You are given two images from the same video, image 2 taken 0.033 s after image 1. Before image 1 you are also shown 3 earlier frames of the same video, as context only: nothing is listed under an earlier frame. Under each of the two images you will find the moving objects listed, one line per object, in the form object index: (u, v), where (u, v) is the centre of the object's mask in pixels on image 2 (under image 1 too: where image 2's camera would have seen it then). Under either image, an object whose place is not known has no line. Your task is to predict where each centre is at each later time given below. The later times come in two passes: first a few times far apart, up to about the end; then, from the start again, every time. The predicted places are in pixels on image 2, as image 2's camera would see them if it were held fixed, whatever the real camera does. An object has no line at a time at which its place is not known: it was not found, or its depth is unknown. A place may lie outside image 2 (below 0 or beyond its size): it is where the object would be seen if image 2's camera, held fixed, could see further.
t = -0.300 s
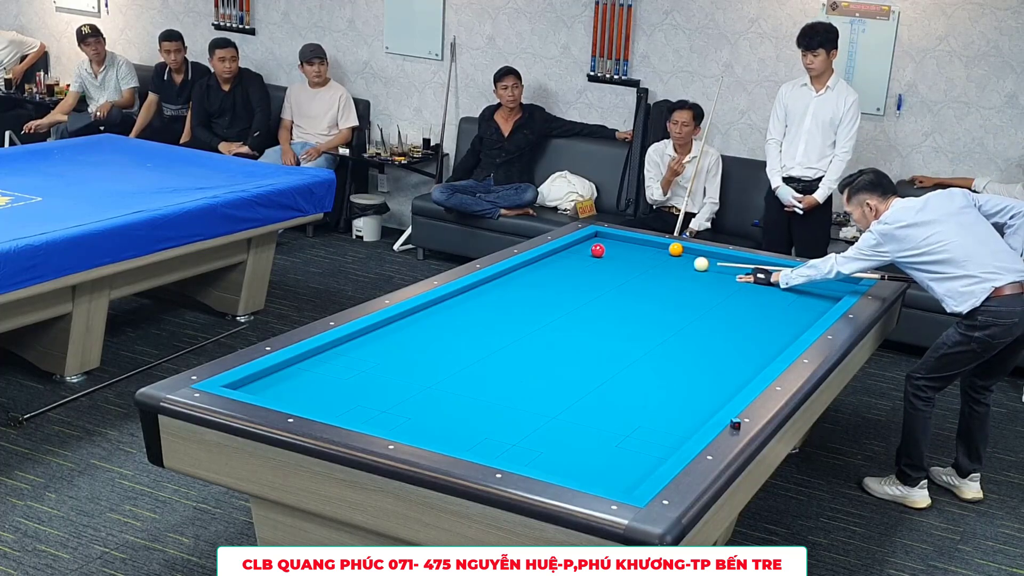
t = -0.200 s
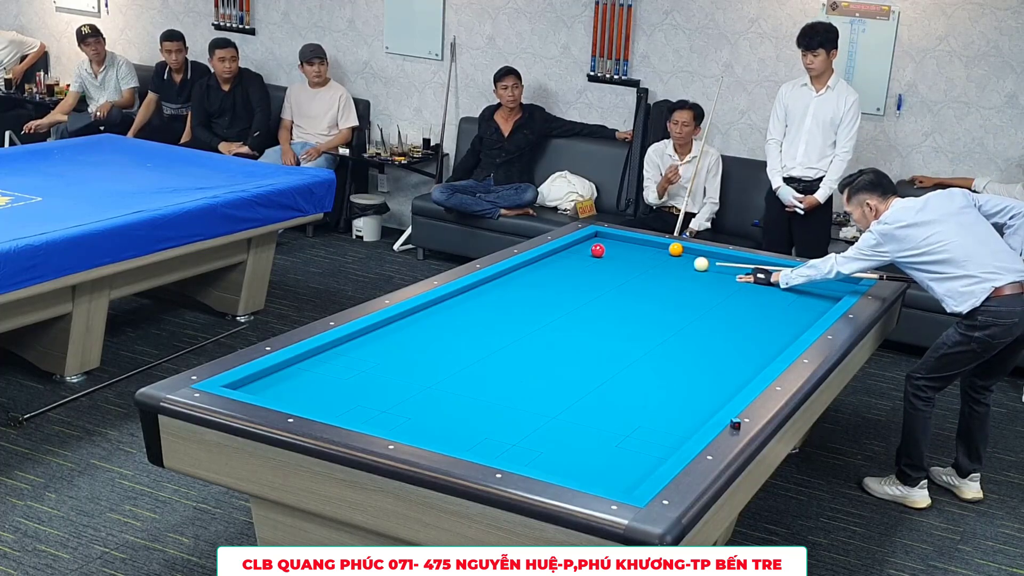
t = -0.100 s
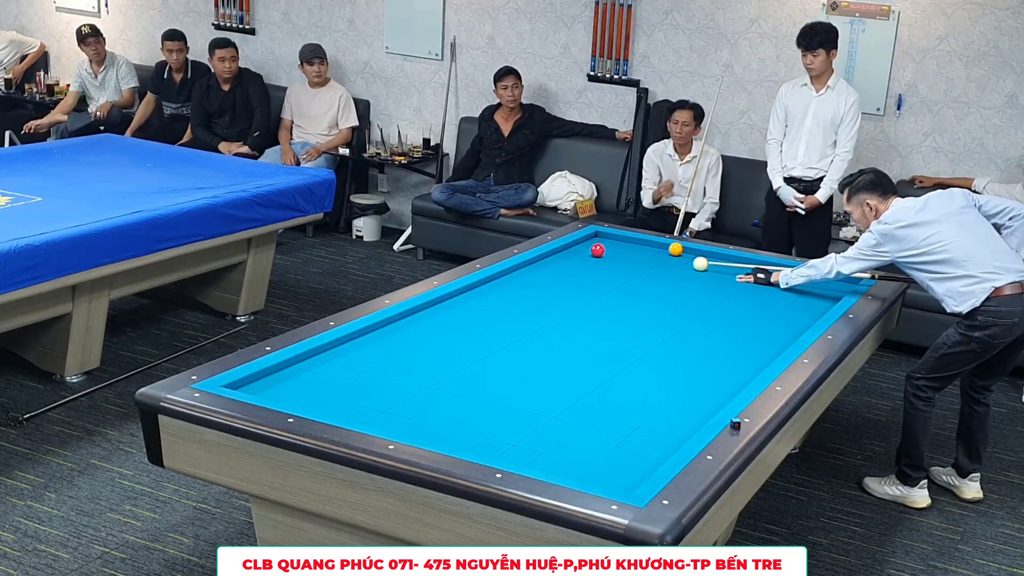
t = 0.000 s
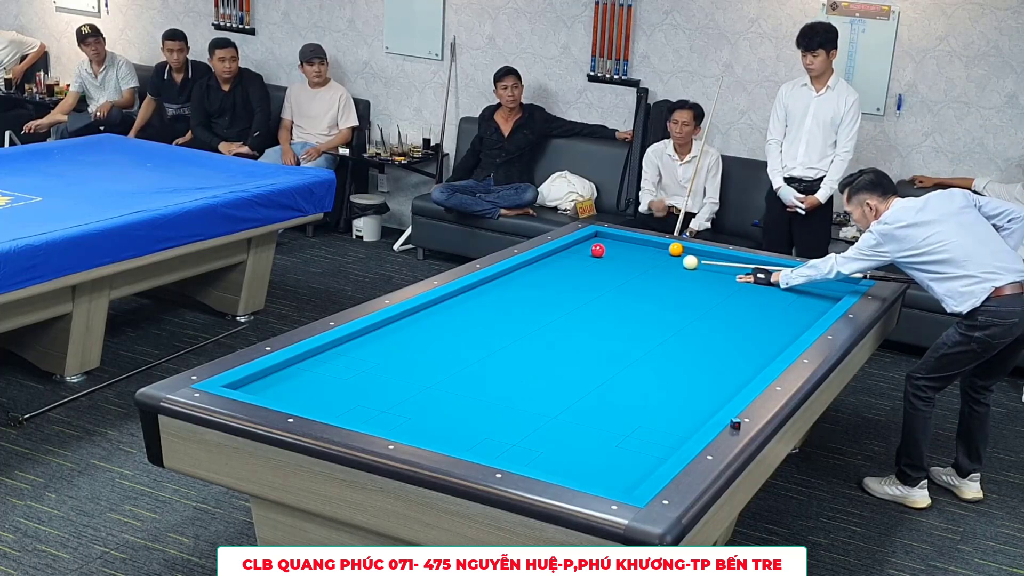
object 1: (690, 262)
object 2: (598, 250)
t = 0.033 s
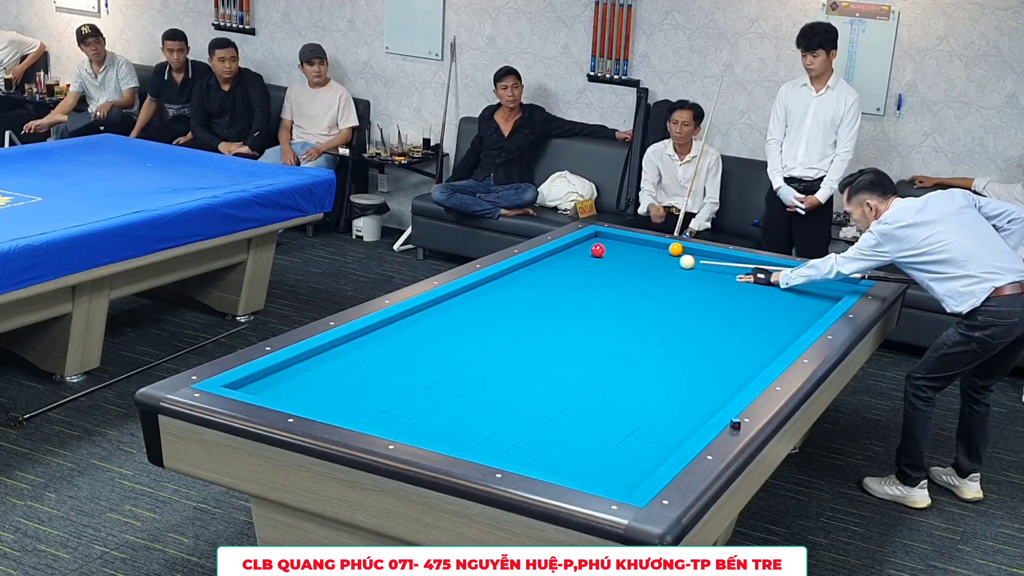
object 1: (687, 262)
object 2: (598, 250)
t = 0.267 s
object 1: (665, 258)
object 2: (598, 250)
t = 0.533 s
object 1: (641, 254)
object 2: (598, 250)
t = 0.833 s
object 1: (615, 250)
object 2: (598, 250)
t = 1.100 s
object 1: (600, 245)
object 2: (592, 251)
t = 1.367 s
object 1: (586, 241)
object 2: (585, 252)
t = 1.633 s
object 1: (592, 241)
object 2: (579, 252)
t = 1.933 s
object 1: (605, 242)
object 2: (573, 252)
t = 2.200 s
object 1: (615, 242)
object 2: (568, 253)
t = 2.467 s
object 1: (625, 243)
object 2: (564, 253)
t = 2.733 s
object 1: (635, 243)
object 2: (560, 254)
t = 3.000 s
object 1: (644, 243)
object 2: (557, 254)
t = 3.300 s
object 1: (653, 244)
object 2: (553, 255)
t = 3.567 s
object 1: (659, 245)
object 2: (551, 255)
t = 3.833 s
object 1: (662, 246)
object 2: (550, 255)
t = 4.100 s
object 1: (664, 247)
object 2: (549, 255)
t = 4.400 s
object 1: (664, 247)
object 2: (549, 255)
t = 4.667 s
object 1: (664, 247)
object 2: (549, 255)
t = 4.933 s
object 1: (664, 247)
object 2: (549, 255)
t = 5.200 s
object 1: (664, 247)
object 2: (549, 256)
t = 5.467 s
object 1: (664, 247)
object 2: (549, 256)
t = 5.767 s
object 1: (664, 247)
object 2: (549, 256)
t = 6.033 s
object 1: (664, 247)
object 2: (549, 255)
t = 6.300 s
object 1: (664, 247)
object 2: (549, 256)
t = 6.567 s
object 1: (664, 247)
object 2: (549, 255)
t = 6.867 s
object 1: (664, 247)
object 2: (549, 255)
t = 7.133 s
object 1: (664, 247)
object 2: (549, 256)
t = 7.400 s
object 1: (664, 247)
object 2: (549, 255)
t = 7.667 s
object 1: (664, 247)
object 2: (549, 255)
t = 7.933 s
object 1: (664, 247)
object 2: (549, 256)
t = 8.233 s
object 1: (664, 247)
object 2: (549, 256)
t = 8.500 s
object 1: (664, 247)
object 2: (549, 256)
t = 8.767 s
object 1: (664, 247)
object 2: (549, 256)
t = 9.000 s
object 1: (664, 247)
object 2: (549, 256)
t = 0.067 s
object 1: (684, 261)
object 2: (598, 250)
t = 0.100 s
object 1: (681, 261)
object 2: (598, 250)
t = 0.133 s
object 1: (678, 260)
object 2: (598, 250)
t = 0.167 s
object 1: (674, 260)
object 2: (598, 250)
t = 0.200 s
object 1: (671, 259)
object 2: (598, 250)
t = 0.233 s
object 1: (668, 259)
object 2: (598, 250)
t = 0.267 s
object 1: (665, 258)
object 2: (598, 250)
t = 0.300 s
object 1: (662, 257)
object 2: (598, 250)
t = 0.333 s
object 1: (659, 257)
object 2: (598, 250)
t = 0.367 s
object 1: (656, 257)
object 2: (598, 250)
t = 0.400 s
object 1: (653, 256)
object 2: (598, 250)
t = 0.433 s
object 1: (650, 256)
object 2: (598, 250)
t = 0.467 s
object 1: (647, 255)
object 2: (598, 250)
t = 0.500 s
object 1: (644, 255)
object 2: (598, 250)
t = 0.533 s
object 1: (641, 254)
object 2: (598, 250)
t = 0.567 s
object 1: (638, 254)
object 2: (598, 250)
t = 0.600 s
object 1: (635, 253)
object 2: (598, 250)
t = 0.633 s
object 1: (632, 253)
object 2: (598, 250)
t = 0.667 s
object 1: (629, 252)
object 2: (598, 250)
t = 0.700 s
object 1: (626, 252)
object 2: (598, 250)
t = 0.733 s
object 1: (623, 251)
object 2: (598, 250)
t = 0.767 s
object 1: (620, 251)
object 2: (597, 250)
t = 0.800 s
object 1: (618, 250)
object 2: (598, 250)
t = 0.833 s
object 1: (615, 250)
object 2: (598, 250)
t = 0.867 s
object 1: (612, 249)
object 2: (597, 250)
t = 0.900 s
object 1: (610, 249)
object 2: (597, 250)
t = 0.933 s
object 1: (608, 248)
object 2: (596, 250)
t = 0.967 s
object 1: (607, 248)
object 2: (595, 250)
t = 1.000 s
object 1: (605, 247)
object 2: (594, 250)
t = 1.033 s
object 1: (603, 246)
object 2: (593, 251)
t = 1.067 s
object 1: (602, 246)
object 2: (593, 251)
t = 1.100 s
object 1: (600, 245)
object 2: (592, 251)
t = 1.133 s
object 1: (598, 244)
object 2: (591, 251)
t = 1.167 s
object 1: (597, 244)
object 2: (590, 251)
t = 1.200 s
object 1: (595, 243)
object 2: (589, 251)
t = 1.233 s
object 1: (593, 242)
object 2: (588, 251)
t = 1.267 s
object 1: (591, 242)
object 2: (587, 251)
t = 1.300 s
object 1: (589, 241)
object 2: (587, 251)
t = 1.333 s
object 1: (588, 241)
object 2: (586, 251)
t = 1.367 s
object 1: (586, 241)
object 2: (585, 252)
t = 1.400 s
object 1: (584, 240)
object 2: (584, 251)
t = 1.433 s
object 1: (583, 240)
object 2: (584, 252)
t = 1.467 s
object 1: (585, 240)
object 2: (583, 252)
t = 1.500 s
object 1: (586, 240)
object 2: (582, 252)
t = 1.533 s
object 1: (588, 241)
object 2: (581, 251)
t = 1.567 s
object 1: (589, 241)
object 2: (581, 251)
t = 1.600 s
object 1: (590, 241)
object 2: (580, 252)
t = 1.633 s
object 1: (592, 241)
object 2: (579, 252)
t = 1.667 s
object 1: (593, 241)
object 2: (579, 252)
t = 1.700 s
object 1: (595, 241)
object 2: (578, 252)
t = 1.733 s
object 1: (596, 241)
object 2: (577, 252)
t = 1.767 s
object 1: (598, 241)
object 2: (576, 252)
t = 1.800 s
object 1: (599, 242)
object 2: (576, 252)
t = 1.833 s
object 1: (600, 242)
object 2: (575, 252)
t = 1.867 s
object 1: (602, 242)
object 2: (574, 252)
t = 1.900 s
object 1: (603, 242)
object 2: (574, 252)
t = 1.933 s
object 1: (605, 242)
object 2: (573, 252)
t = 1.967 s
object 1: (606, 242)
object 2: (572, 252)
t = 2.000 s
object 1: (607, 242)
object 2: (572, 252)
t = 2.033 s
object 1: (609, 242)
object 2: (571, 252)
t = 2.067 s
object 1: (610, 242)
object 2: (570, 252)
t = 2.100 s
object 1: (611, 242)
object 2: (570, 252)
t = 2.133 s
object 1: (612, 242)
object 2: (569, 253)
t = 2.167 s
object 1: (614, 242)
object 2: (568, 253)
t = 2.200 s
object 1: (615, 242)
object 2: (568, 253)
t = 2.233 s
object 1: (616, 242)
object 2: (567, 253)
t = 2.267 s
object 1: (618, 242)
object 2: (567, 253)
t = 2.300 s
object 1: (619, 242)
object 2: (566, 253)
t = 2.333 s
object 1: (620, 242)
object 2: (566, 253)
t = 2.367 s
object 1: (622, 242)
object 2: (565, 253)
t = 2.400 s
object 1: (623, 242)
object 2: (564, 253)
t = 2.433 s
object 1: (624, 242)
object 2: (564, 253)
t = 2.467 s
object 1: (625, 243)
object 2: (564, 253)
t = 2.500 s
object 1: (626, 243)
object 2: (563, 253)
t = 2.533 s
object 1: (628, 243)
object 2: (563, 253)
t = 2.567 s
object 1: (629, 243)
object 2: (562, 253)
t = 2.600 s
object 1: (630, 243)
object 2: (562, 253)
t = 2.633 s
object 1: (631, 243)
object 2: (561, 253)
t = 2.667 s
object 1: (633, 243)
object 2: (561, 254)
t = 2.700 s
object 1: (634, 243)
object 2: (560, 254)
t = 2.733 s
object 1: (635, 243)
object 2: (560, 254)
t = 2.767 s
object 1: (636, 243)
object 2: (559, 254)
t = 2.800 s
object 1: (637, 243)
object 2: (559, 254)
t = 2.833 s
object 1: (638, 243)
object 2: (558, 254)
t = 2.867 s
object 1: (639, 243)
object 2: (558, 254)
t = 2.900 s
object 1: (640, 243)
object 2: (558, 254)
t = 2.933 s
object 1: (642, 243)
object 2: (557, 254)
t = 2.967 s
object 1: (643, 243)
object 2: (557, 254)
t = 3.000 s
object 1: (644, 243)
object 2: (557, 254)
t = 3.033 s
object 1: (645, 243)
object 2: (556, 254)
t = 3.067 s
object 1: (646, 244)
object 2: (556, 254)
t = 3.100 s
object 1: (647, 244)
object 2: (555, 254)
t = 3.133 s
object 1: (648, 244)
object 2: (555, 254)
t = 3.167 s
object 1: (649, 244)
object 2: (555, 254)
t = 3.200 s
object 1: (650, 244)
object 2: (554, 255)
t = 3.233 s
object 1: (651, 244)
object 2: (554, 254)
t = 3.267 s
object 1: (652, 244)
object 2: (554, 254)
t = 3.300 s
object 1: (653, 244)
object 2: (553, 255)
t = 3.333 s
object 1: (654, 244)
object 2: (553, 255)
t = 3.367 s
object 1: (655, 244)
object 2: (553, 254)
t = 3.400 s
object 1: (656, 244)
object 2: (552, 255)
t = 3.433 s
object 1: (657, 244)
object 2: (552, 255)
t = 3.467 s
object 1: (658, 244)
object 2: (552, 255)
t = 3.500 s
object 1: (658, 244)
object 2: (552, 255)
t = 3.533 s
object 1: (658, 244)
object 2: (551, 255)
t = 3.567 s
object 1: (659, 245)
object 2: (551, 255)
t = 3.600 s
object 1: (659, 245)
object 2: (551, 255)
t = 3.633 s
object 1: (660, 245)
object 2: (551, 255)
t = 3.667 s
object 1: (660, 245)
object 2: (551, 255)
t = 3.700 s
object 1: (661, 245)
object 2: (550, 255)
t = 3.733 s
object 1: (661, 245)
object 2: (550, 255)
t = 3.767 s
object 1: (662, 245)
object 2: (550, 255)
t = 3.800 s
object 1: (662, 246)
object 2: (550, 255)
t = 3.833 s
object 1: (662, 246)
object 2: (550, 255)
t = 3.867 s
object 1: (663, 246)
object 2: (550, 255)
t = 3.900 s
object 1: (663, 246)
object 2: (550, 255)
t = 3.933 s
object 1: (663, 246)
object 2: (550, 255)
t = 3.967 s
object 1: (663, 246)
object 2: (550, 255)
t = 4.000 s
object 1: (663, 246)
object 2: (550, 255)
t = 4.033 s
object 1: (664, 246)
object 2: (550, 255)
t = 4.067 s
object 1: (664, 247)
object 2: (550, 255)
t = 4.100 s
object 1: (664, 247)
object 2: (549, 255)
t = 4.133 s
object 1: (664, 247)
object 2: (549, 255)
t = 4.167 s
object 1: (664, 247)
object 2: (549, 255)
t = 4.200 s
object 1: (664, 247)
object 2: (549, 255)
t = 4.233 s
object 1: (664, 246)
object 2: (549, 255)
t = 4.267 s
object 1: (664, 247)
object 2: (549, 255)
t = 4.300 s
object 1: (664, 247)
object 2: (549, 255)
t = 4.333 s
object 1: (664, 247)
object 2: (549, 255)
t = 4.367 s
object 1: (664, 247)
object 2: (549, 255)
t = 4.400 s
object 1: (664, 247)
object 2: (549, 255)
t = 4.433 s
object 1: (664, 247)
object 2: (549, 255)
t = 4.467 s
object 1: (664, 247)
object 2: (549, 255)
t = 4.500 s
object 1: (664, 247)
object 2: (549, 255)
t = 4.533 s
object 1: (664, 247)
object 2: (549, 255)
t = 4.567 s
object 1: (664, 247)
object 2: (549, 255)
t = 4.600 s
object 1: (664, 247)
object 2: (549, 255)
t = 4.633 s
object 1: (664, 247)
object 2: (549, 255)
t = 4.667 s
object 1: (664, 247)
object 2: (549, 255)
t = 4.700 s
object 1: (664, 247)
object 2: (549, 255)
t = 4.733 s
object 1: (664, 247)
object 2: (549, 255)
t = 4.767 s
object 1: (664, 247)
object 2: (549, 255)
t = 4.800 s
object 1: (664, 247)
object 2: (549, 255)
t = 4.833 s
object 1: (664, 247)
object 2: (549, 256)
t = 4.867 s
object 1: (664, 247)
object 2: (549, 256)
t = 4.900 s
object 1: (664, 247)
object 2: (549, 255)
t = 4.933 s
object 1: (664, 247)
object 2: (549, 255)
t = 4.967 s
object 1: (664, 247)
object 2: (549, 255)
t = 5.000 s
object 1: (664, 247)
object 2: (549, 255)
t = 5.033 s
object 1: (664, 247)
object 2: (549, 255)
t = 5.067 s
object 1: (664, 247)
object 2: (549, 255)
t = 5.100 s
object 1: (664, 247)
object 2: (549, 255)
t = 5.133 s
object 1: (664, 247)
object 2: (549, 255)
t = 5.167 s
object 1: (664, 247)
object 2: (549, 256)
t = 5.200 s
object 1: (664, 247)
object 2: (549, 256)
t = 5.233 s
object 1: (664, 247)
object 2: (549, 256)
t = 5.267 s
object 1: (664, 247)
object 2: (549, 256)
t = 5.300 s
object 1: (664, 247)
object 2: (549, 256)
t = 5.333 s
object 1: (664, 247)
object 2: (549, 256)
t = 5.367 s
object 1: (664, 247)
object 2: (549, 256)
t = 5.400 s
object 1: (664, 247)
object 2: (549, 256)
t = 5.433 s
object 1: (664, 247)
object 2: (549, 256)
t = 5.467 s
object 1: (664, 247)
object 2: (549, 256)
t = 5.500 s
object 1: (664, 247)
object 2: (549, 256)
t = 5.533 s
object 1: (664, 247)
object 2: (549, 256)
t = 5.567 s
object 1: (664, 247)
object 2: (549, 256)
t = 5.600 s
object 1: (664, 247)
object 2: (549, 256)
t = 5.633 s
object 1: (664, 247)
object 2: (549, 256)
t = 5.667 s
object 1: (664, 247)
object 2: (549, 256)
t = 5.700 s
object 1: (664, 247)
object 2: (549, 256)
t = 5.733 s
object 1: (664, 247)
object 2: (549, 256)
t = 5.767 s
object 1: (664, 247)
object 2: (549, 256)
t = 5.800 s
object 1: (664, 247)
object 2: (549, 256)
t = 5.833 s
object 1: (664, 247)
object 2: (549, 256)
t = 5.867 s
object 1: (664, 247)
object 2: (549, 255)
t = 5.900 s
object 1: (664, 247)
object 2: (549, 255)
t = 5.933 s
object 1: (664, 247)
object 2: (549, 255)
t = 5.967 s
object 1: (664, 247)
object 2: (549, 255)
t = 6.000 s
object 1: (664, 247)
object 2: (549, 255)
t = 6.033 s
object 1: (664, 247)
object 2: (549, 255)
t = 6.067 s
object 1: (664, 247)
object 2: (549, 256)
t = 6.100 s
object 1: (664, 247)
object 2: (549, 256)
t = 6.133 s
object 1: (664, 247)
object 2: (549, 256)
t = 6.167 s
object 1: (664, 247)
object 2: (549, 256)
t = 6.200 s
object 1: (664, 247)
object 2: (549, 256)
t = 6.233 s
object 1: (664, 247)
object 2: (549, 256)
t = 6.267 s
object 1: (664, 247)
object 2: (549, 256)
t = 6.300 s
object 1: (664, 247)
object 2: (549, 256)
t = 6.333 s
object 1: (664, 247)
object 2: (549, 256)
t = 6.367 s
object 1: (664, 247)
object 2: (549, 256)
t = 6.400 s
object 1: (664, 247)
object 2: (549, 256)
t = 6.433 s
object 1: (664, 247)
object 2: (549, 256)
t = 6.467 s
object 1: (664, 247)
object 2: (549, 256)
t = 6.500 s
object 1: (664, 247)
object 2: (549, 256)
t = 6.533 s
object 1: (664, 247)
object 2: (549, 256)
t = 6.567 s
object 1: (664, 247)
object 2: (549, 255)
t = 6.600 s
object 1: (664, 247)
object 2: (549, 256)
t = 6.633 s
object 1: (664, 247)
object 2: (549, 255)
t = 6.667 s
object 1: (664, 247)
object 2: (549, 256)
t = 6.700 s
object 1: (664, 247)
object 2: (549, 255)
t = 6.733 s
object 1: (664, 247)
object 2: (549, 255)
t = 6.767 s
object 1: (664, 247)
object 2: (549, 255)
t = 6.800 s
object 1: (664, 247)
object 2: (549, 255)
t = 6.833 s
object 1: (664, 247)
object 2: (549, 256)
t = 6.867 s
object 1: (664, 247)
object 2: (549, 255)
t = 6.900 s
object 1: (664, 247)
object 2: (549, 255)
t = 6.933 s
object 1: (664, 247)
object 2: (549, 255)
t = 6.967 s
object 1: (664, 247)
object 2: (549, 255)
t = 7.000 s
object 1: (664, 247)
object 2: (549, 255)
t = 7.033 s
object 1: (664, 247)
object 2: (549, 255)
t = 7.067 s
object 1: (664, 247)
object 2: (549, 255)
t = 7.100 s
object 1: (664, 247)
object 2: (549, 255)
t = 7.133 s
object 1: (664, 247)
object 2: (549, 256)
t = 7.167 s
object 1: (664, 247)
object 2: (549, 255)
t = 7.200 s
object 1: (664, 247)
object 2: (549, 256)
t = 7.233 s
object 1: (664, 247)
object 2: (549, 255)
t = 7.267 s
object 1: (664, 247)
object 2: (549, 255)
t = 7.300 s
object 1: (664, 247)
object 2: (549, 255)
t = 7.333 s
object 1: (664, 247)
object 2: (549, 255)
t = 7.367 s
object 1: (664, 247)
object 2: (549, 255)
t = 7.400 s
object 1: (664, 247)
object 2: (549, 255)
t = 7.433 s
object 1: (664, 247)
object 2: (549, 255)
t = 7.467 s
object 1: (664, 247)
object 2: (549, 255)
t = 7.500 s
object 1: (664, 247)
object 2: (549, 255)
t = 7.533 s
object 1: (664, 247)
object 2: (549, 255)
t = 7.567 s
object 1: (664, 247)
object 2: (549, 255)
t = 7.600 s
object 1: (664, 247)
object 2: (549, 255)
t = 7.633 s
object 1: (664, 247)
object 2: (549, 255)
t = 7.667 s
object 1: (664, 247)
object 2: (549, 255)
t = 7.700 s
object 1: (664, 247)
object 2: (549, 255)
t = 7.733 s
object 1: (664, 247)
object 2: (549, 255)
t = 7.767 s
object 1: (664, 247)
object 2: (549, 255)
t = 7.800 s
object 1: (664, 247)
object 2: (549, 255)
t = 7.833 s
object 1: (664, 247)
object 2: (549, 256)
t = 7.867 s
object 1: (664, 247)
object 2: (549, 256)
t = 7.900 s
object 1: (664, 247)
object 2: (549, 256)
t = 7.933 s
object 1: (664, 247)
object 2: (549, 256)
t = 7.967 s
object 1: (664, 247)
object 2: (549, 256)
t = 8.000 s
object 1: (664, 247)
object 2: (549, 256)
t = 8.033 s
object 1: (664, 247)
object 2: (549, 256)
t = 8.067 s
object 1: (664, 247)
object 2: (549, 256)
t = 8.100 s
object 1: (664, 247)
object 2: (549, 256)
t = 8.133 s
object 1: (664, 247)
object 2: (549, 256)
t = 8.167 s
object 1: (664, 247)
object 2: (549, 256)
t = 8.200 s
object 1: (664, 247)
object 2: (549, 256)
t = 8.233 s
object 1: (664, 247)
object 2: (549, 256)
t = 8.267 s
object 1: (664, 247)
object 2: (549, 256)
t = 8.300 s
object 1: (664, 247)
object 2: (549, 256)
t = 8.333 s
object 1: (664, 247)
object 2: (549, 256)
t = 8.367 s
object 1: (664, 247)
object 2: (549, 256)
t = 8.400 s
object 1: (664, 247)
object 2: (549, 256)
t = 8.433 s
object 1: (664, 247)
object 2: (549, 256)
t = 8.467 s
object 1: (664, 247)
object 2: (549, 256)
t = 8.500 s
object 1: (664, 247)
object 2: (549, 256)
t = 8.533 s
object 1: (664, 247)
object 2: (549, 256)
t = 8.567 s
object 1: (664, 247)
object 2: (549, 256)
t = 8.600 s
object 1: (664, 247)
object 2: (549, 256)
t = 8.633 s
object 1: (664, 247)
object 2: (549, 256)
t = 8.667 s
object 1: (664, 247)
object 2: (549, 256)
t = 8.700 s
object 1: (664, 247)
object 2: (549, 256)
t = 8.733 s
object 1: (664, 247)
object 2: (549, 256)
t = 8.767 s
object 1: (664, 247)
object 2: (549, 256)
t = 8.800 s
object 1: (664, 247)
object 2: (549, 256)
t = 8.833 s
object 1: (664, 247)
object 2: (549, 256)
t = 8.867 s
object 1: (664, 247)
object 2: (549, 256)
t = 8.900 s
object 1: (664, 247)
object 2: (549, 256)
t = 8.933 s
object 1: (664, 247)
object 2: (549, 256)
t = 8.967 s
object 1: (664, 247)
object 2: (549, 256)
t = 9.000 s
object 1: (664, 247)
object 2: (549, 256)
